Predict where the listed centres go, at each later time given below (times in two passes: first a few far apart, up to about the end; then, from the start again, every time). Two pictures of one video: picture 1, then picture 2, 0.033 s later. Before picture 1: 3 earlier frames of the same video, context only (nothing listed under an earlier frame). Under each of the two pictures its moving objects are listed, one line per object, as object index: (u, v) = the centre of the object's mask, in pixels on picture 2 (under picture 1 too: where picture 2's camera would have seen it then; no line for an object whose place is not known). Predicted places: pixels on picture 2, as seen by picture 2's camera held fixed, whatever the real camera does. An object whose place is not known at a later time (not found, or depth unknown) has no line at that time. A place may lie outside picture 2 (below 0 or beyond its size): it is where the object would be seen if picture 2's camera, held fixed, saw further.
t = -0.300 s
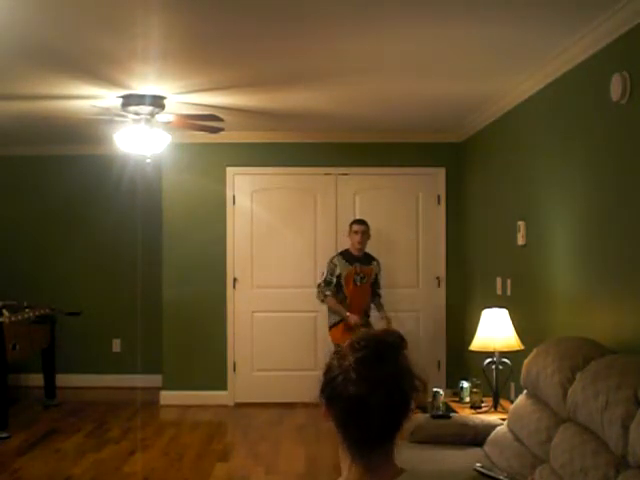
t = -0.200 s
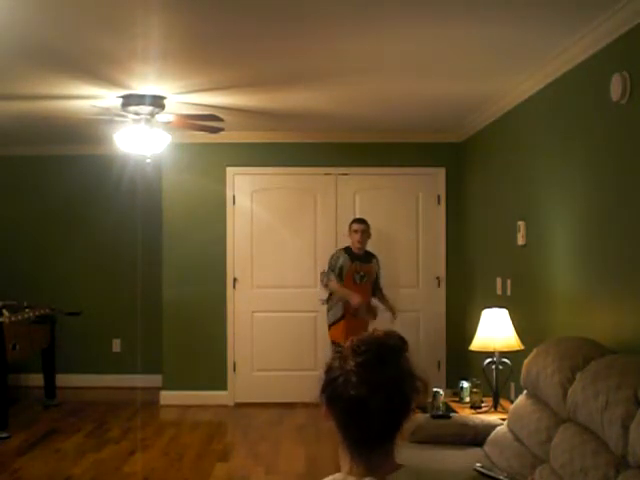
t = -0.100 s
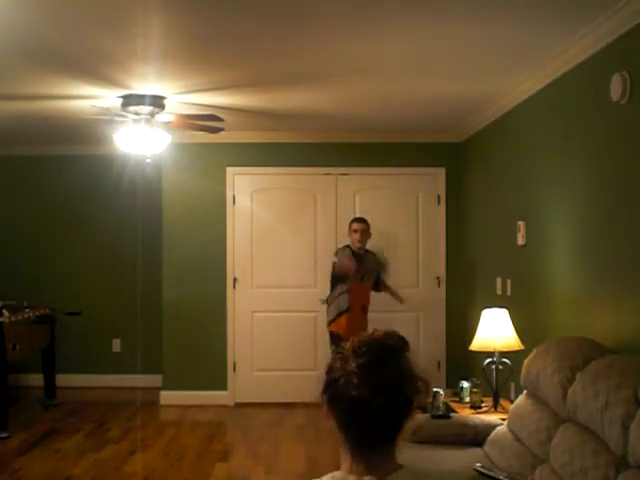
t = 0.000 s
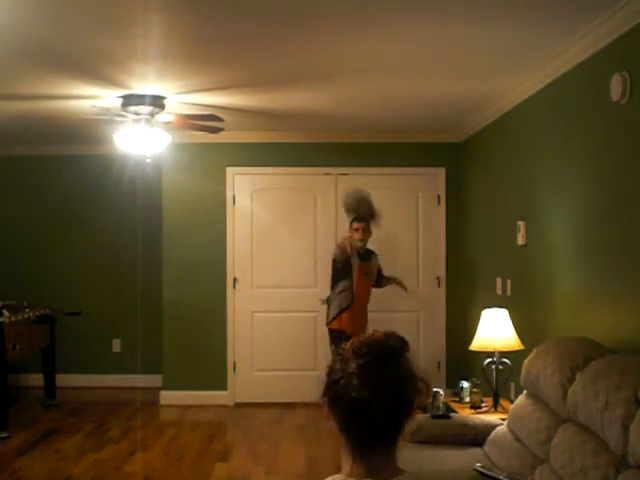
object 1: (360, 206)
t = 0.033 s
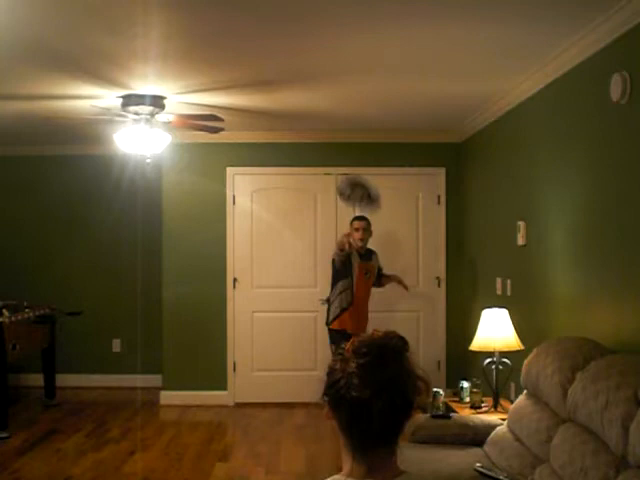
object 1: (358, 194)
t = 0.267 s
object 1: (335, 89)
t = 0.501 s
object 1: (320, 36)
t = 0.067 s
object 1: (356, 180)
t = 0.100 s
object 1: (352, 163)
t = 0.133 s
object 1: (350, 147)
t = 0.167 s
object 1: (348, 131)
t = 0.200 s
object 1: (345, 115)
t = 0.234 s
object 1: (341, 102)
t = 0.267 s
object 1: (335, 89)
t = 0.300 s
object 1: (334, 81)
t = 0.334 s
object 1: (332, 73)
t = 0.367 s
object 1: (329, 64)
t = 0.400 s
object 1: (326, 56)
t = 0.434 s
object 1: (325, 49)
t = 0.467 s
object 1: (324, 41)
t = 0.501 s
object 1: (320, 36)
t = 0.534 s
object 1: (315, 35)
